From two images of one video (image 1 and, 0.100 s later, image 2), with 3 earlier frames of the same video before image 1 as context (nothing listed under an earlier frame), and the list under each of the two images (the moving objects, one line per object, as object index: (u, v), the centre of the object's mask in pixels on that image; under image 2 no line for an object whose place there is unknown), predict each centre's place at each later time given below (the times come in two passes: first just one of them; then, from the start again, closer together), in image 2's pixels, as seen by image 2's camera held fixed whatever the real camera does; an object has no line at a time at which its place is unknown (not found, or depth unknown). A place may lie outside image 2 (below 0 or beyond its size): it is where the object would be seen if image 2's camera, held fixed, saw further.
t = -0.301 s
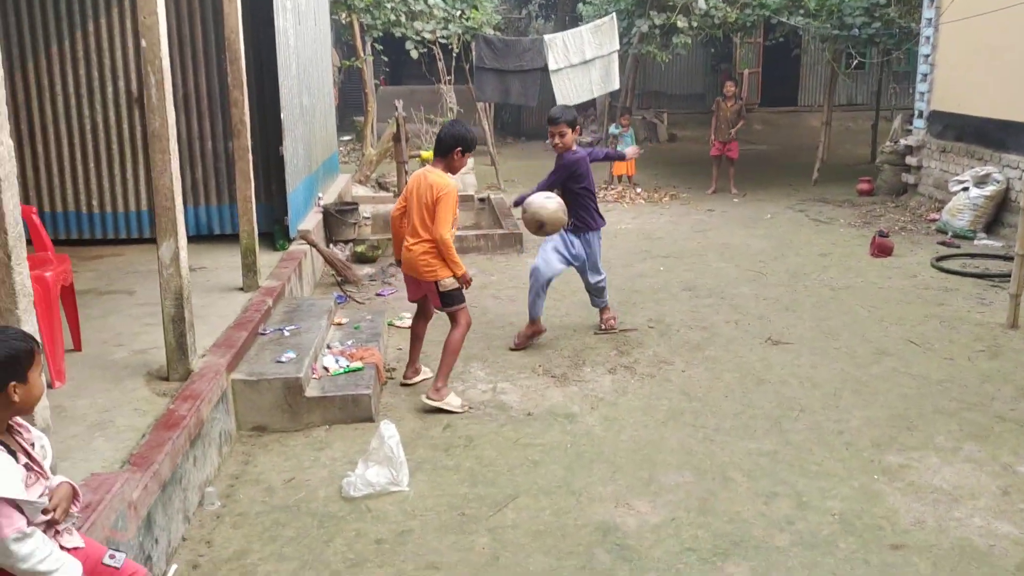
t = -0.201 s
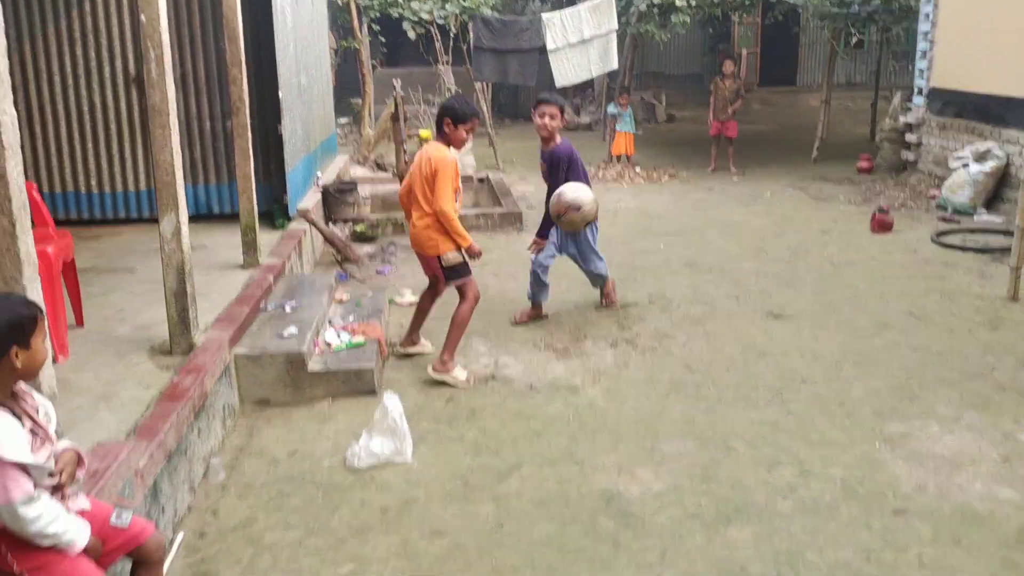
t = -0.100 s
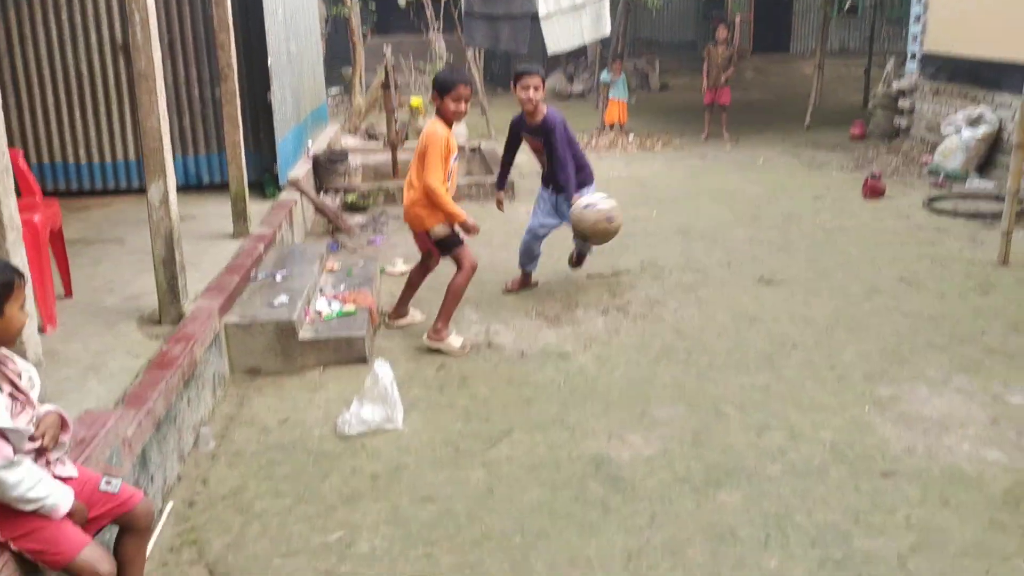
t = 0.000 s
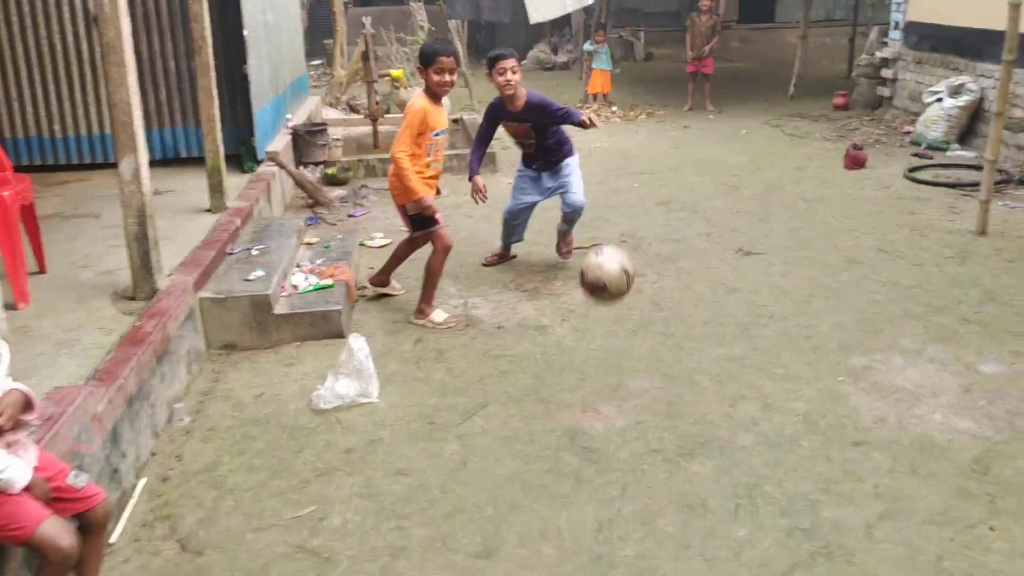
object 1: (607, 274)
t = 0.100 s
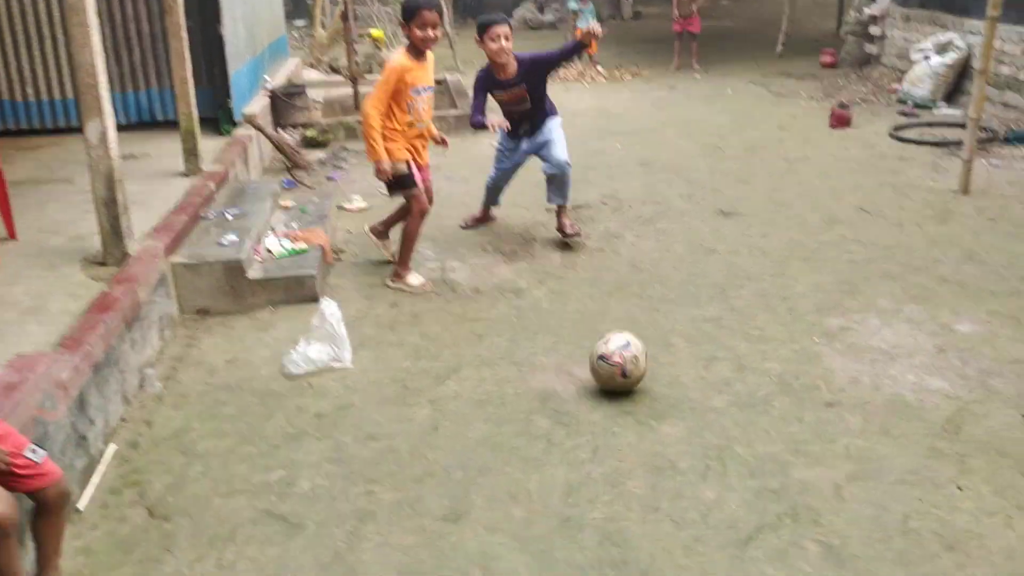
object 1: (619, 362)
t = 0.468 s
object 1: (809, 238)
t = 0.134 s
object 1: (632, 346)
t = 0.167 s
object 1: (649, 324)
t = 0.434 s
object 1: (787, 234)
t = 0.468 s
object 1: (809, 238)
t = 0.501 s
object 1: (830, 247)
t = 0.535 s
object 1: (850, 261)
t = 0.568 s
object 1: (871, 279)
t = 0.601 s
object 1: (889, 300)
